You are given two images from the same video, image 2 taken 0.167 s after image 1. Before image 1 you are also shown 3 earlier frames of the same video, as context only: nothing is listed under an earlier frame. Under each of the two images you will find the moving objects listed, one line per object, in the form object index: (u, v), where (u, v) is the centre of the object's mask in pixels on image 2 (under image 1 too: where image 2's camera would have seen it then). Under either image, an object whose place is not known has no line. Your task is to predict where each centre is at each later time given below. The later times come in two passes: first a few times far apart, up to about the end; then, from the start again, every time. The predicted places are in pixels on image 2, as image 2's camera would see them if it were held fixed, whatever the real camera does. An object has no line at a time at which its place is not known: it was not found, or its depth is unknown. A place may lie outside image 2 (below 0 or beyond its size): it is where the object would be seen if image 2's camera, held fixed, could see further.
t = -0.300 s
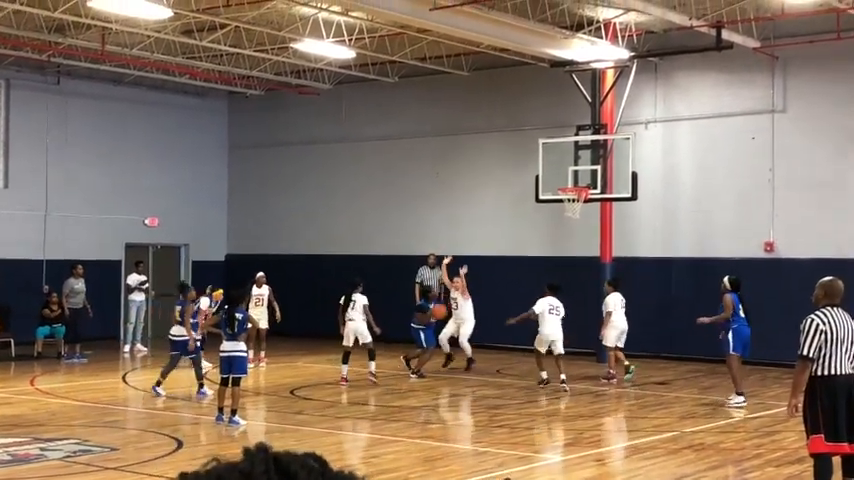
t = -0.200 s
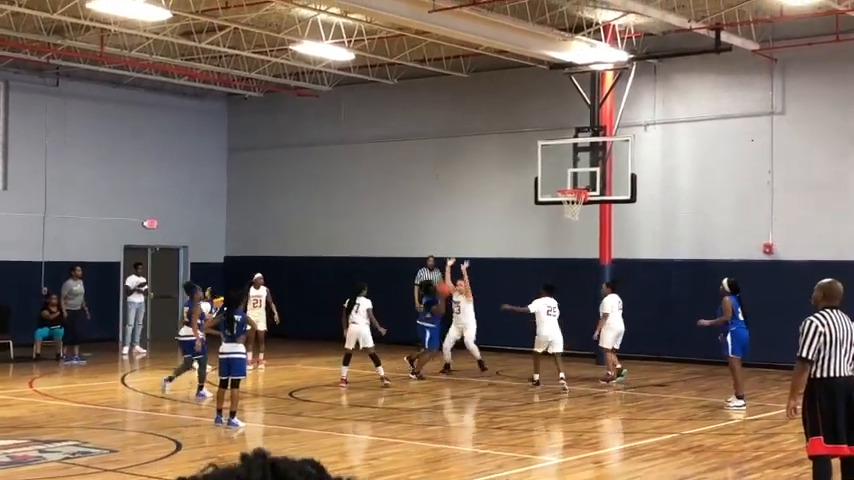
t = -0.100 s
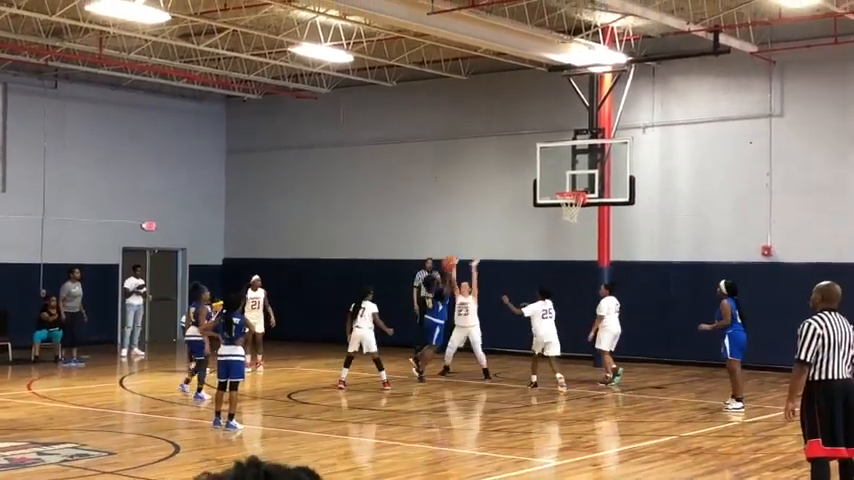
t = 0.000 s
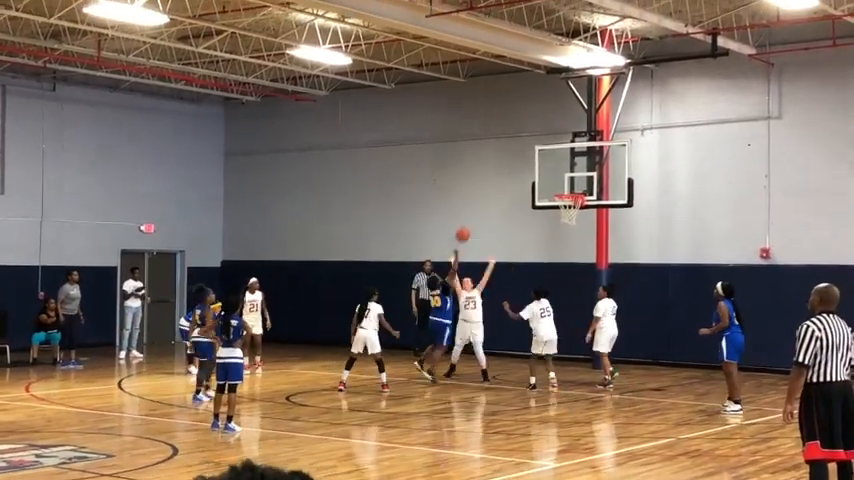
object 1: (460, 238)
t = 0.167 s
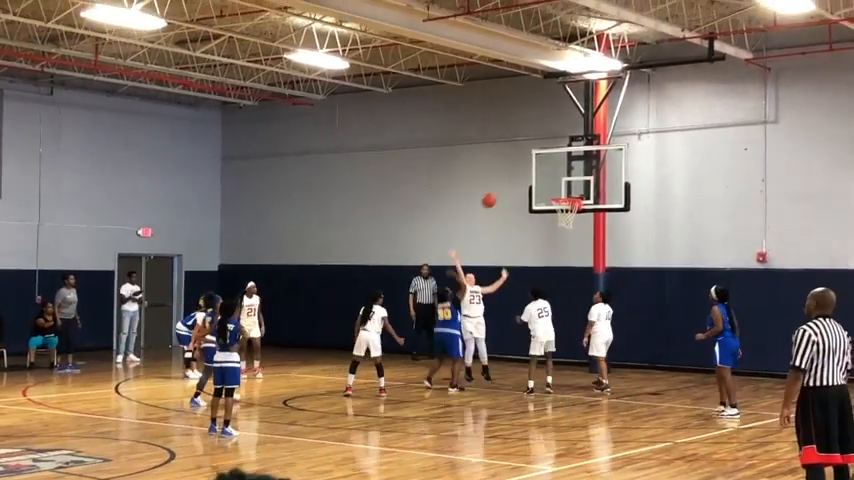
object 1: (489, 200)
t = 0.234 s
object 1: (500, 190)
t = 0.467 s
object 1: (538, 175)
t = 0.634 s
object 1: (564, 184)
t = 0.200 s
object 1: (494, 195)
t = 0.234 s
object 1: (500, 190)
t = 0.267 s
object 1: (506, 186)
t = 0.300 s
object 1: (511, 182)
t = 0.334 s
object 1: (516, 179)
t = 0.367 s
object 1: (522, 178)
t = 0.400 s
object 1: (527, 176)
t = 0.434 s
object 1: (532, 176)
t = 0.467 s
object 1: (538, 175)
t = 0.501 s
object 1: (543, 176)
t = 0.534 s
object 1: (548, 177)
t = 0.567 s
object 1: (553, 179)
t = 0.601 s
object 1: (558, 181)
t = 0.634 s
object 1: (564, 184)
